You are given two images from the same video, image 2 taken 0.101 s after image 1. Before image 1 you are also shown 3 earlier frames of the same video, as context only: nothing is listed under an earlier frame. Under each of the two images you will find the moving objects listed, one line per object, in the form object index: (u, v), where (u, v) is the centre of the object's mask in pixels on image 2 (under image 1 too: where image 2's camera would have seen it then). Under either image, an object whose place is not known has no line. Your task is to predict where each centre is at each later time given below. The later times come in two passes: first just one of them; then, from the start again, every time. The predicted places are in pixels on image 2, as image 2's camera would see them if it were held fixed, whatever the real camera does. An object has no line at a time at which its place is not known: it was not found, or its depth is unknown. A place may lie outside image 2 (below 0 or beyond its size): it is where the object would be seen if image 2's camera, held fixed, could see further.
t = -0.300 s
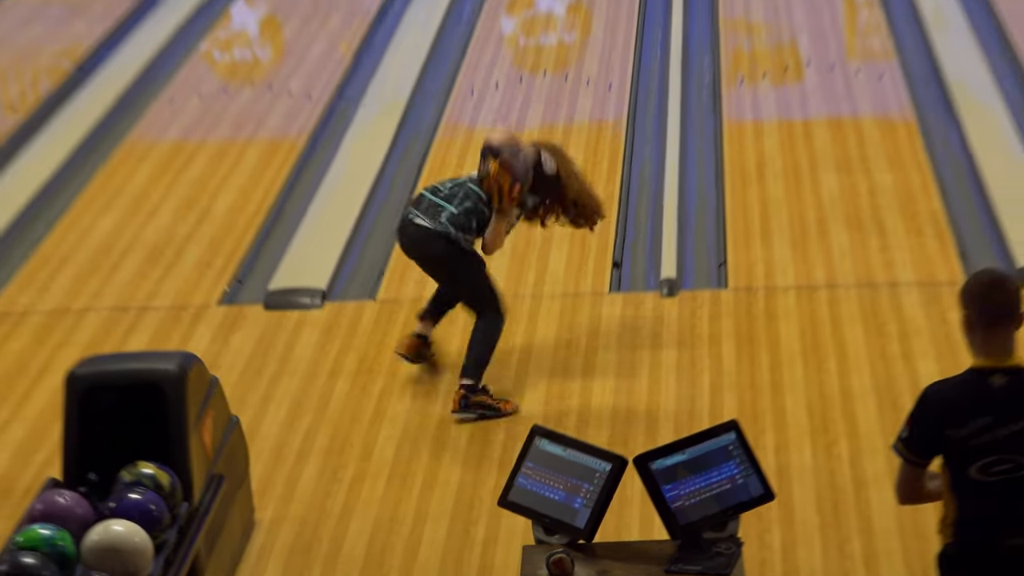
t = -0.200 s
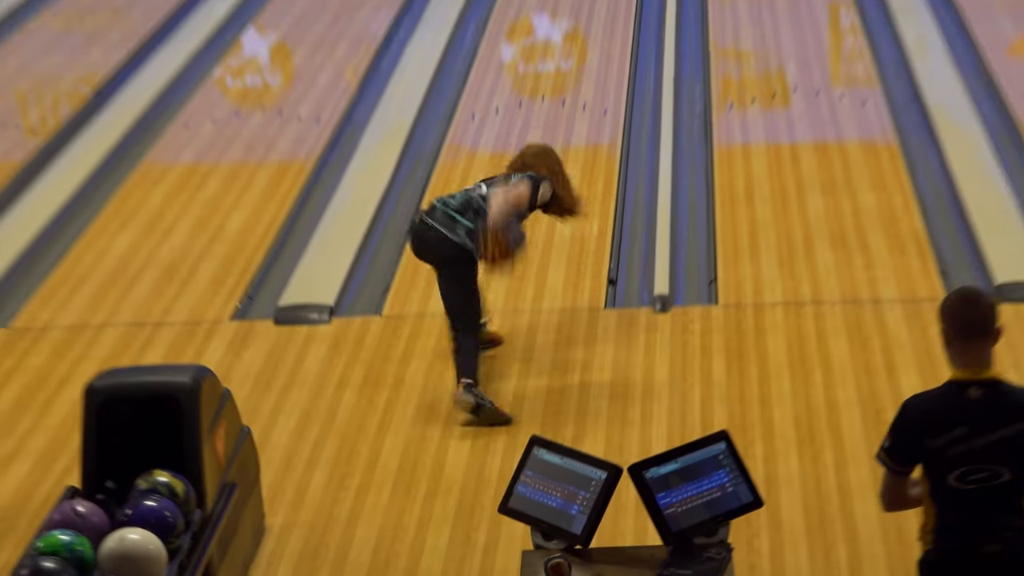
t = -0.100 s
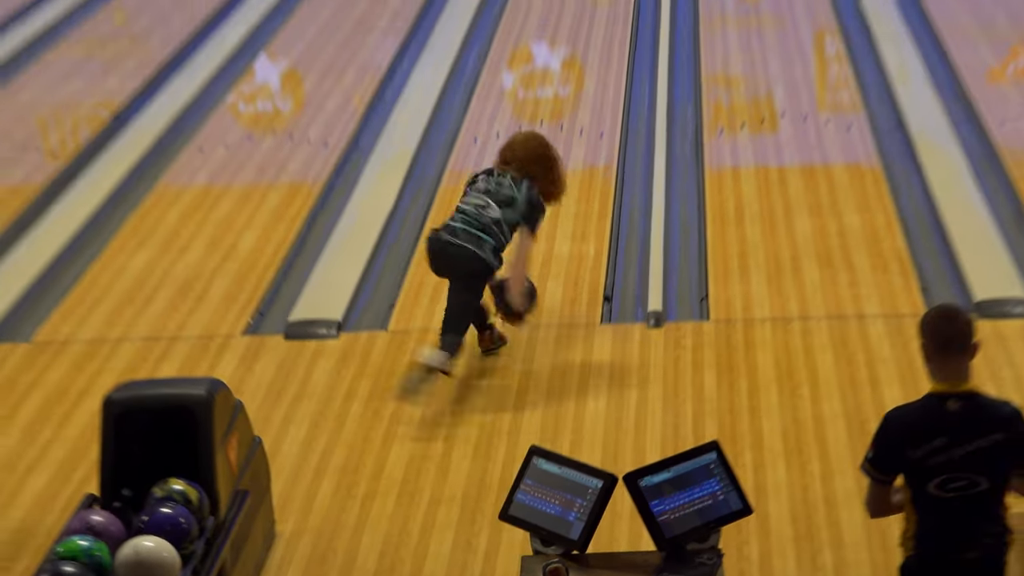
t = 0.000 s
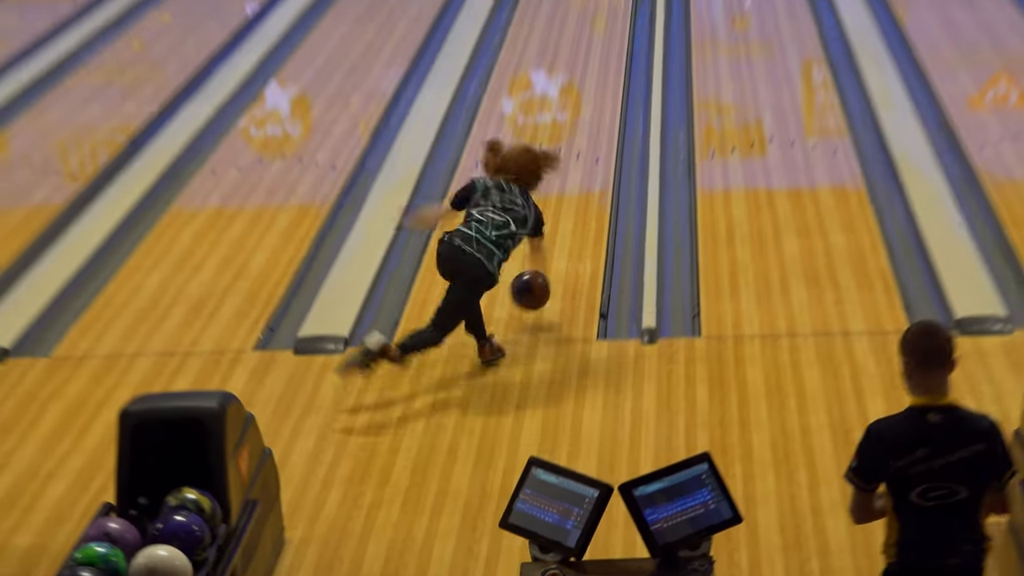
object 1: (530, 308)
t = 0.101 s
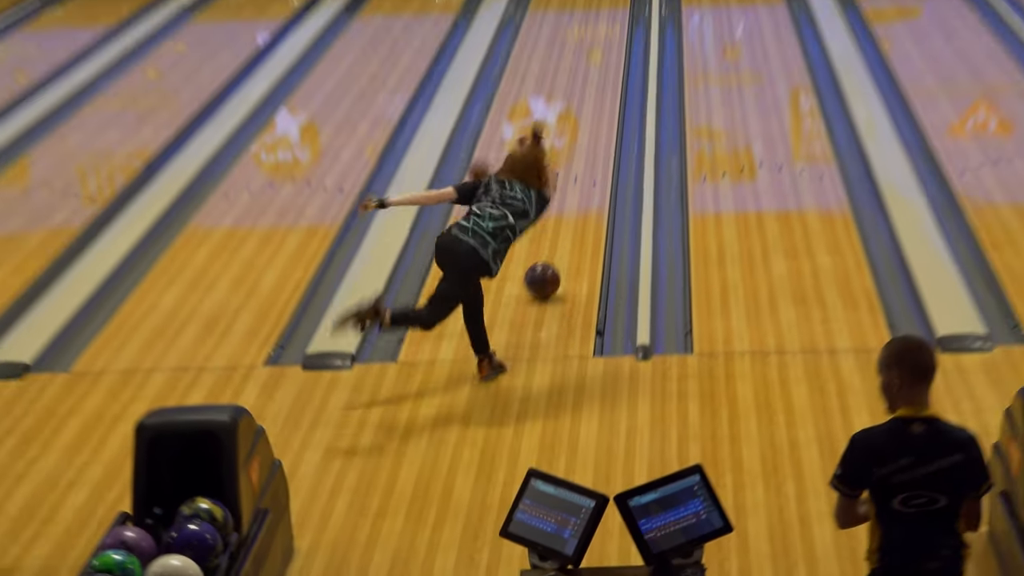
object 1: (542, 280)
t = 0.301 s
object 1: (562, 211)
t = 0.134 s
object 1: (546, 265)
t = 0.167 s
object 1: (549, 253)
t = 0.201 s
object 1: (553, 244)
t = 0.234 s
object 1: (556, 232)
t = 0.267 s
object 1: (559, 222)
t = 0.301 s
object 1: (562, 211)
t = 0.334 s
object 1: (565, 202)
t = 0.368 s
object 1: (568, 192)
